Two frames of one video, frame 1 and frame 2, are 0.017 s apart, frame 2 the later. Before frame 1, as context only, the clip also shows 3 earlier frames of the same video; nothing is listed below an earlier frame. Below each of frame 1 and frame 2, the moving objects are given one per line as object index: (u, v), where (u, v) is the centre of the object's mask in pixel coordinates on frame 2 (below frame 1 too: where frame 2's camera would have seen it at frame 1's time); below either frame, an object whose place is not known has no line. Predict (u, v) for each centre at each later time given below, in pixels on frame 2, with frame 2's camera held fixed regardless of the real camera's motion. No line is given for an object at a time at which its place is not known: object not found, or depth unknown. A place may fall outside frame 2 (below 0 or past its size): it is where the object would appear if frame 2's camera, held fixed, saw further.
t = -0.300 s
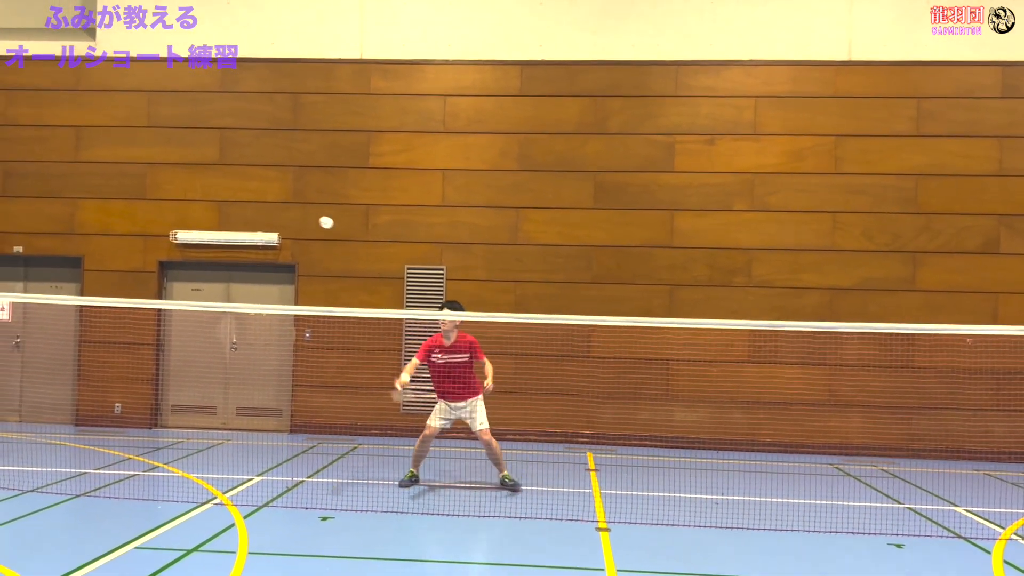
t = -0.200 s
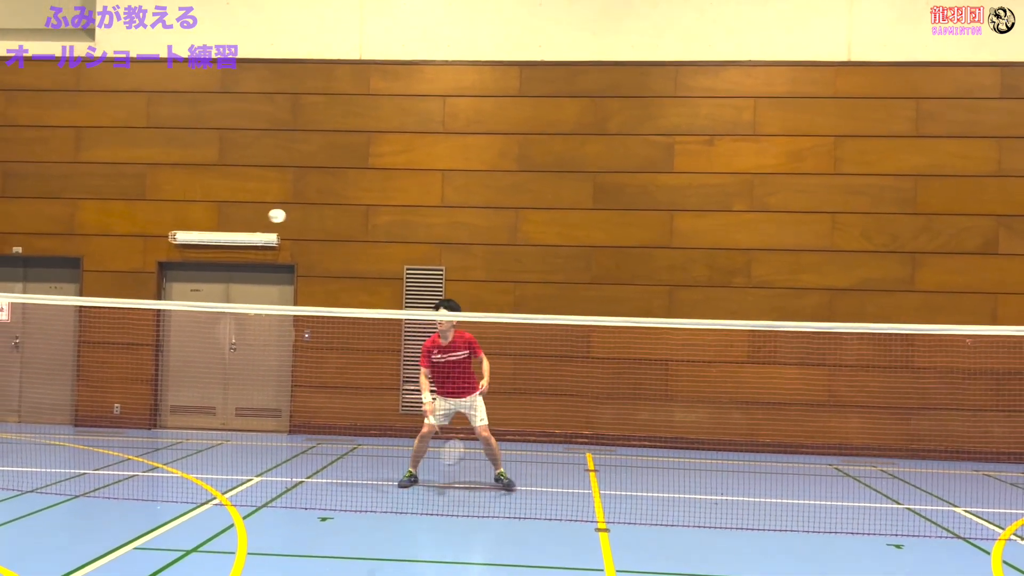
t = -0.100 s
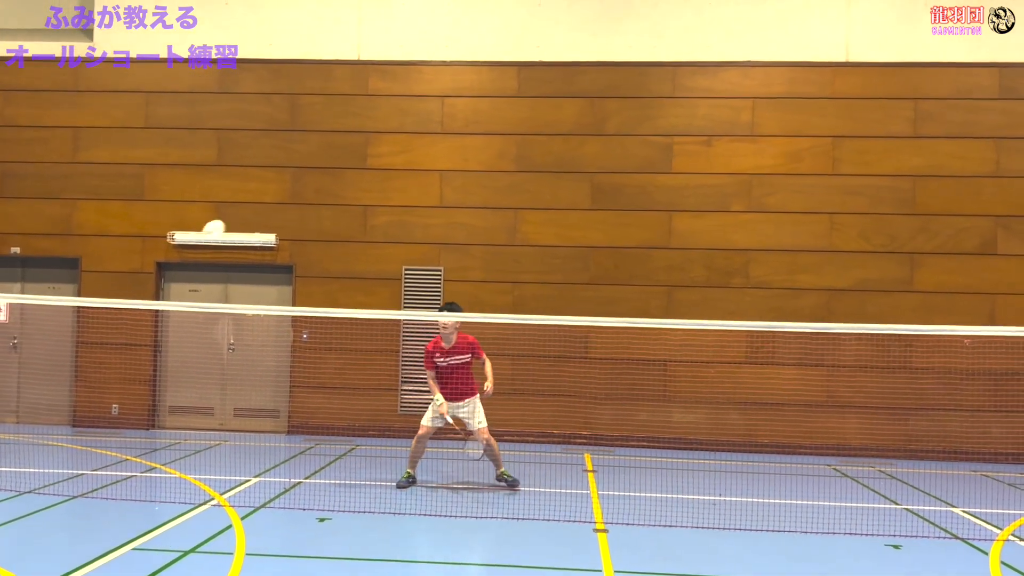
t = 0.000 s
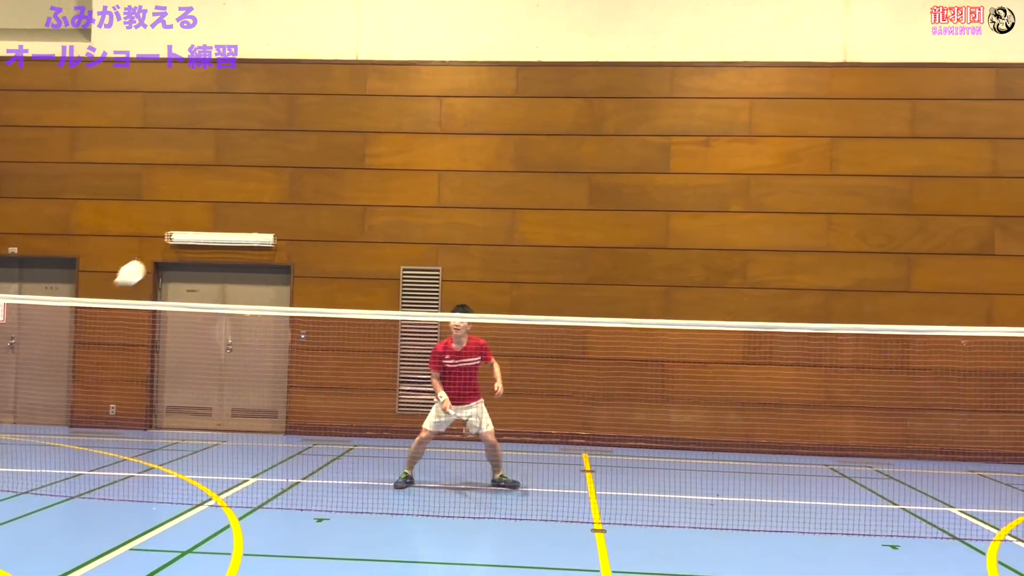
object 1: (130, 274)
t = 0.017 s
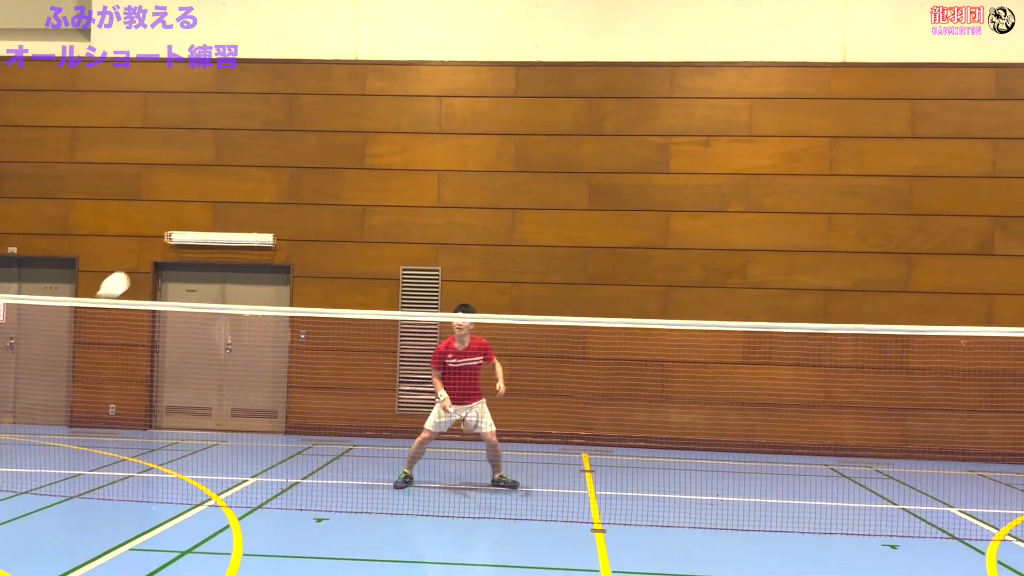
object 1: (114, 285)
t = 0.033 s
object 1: (97, 299)
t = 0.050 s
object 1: (79, 314)
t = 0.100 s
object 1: (20, 368)
